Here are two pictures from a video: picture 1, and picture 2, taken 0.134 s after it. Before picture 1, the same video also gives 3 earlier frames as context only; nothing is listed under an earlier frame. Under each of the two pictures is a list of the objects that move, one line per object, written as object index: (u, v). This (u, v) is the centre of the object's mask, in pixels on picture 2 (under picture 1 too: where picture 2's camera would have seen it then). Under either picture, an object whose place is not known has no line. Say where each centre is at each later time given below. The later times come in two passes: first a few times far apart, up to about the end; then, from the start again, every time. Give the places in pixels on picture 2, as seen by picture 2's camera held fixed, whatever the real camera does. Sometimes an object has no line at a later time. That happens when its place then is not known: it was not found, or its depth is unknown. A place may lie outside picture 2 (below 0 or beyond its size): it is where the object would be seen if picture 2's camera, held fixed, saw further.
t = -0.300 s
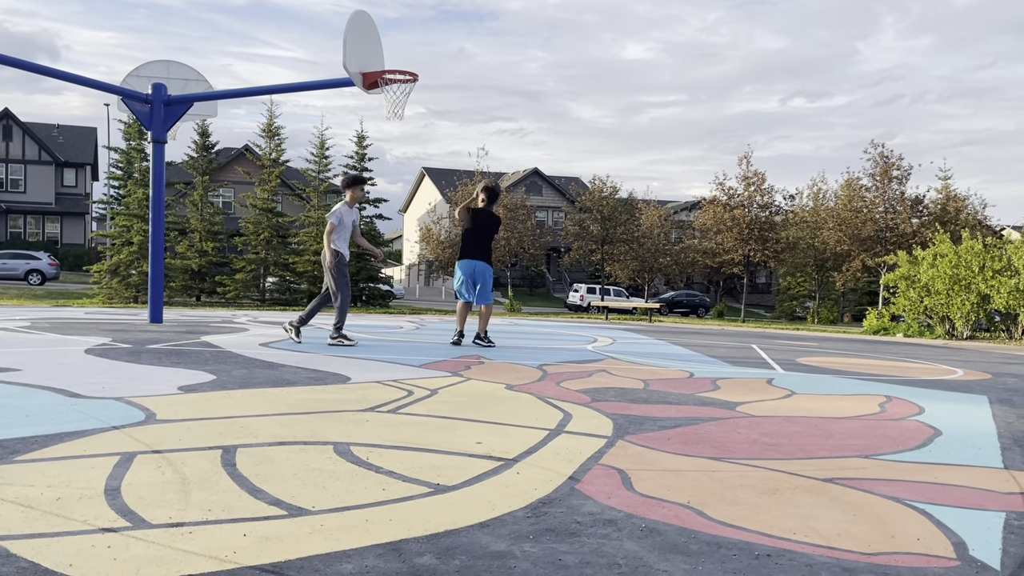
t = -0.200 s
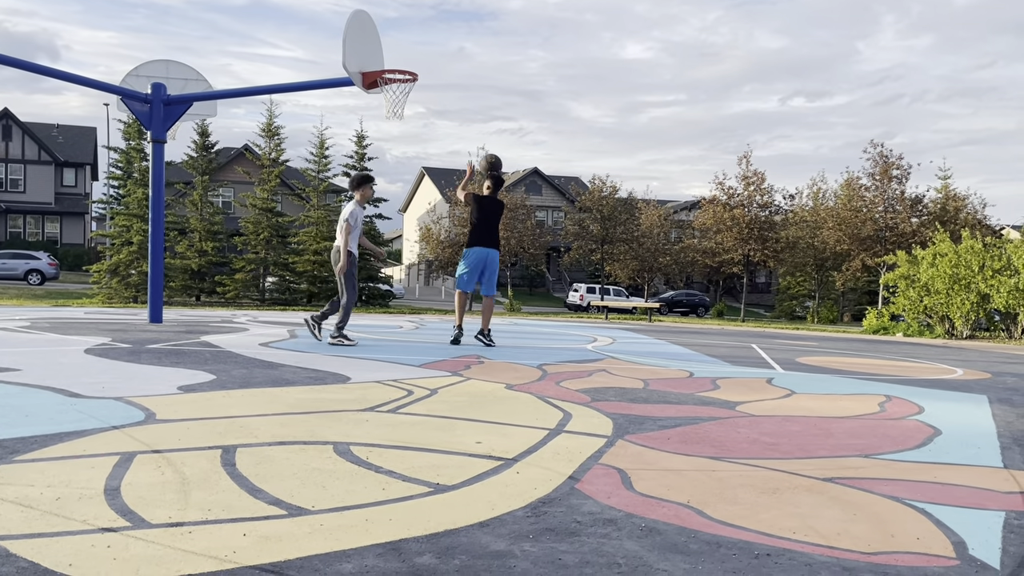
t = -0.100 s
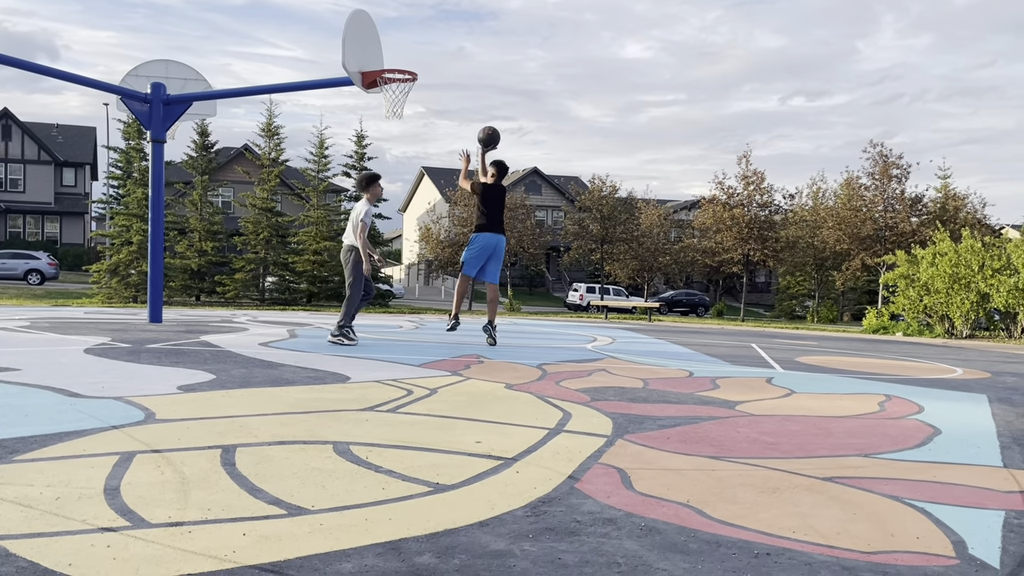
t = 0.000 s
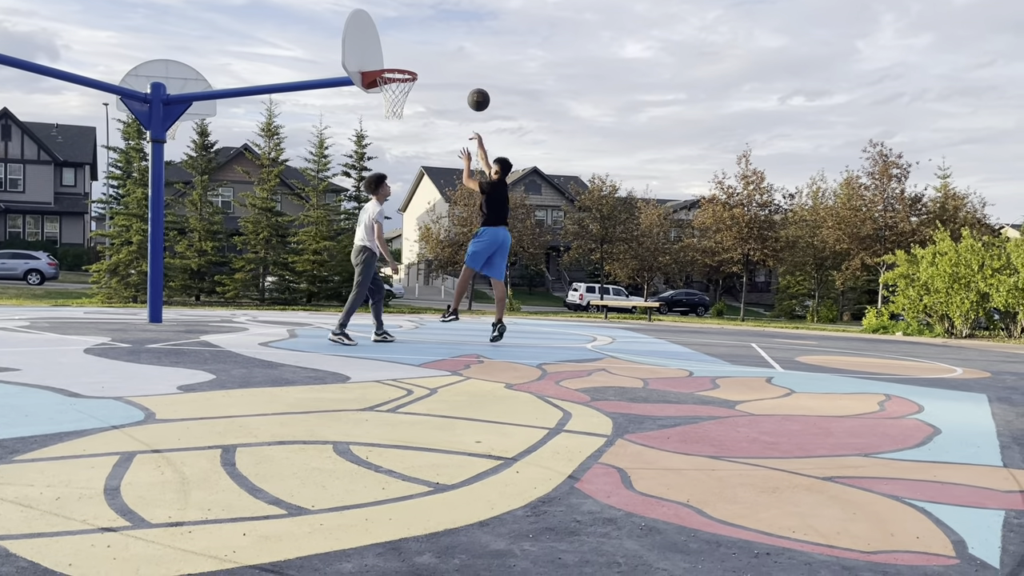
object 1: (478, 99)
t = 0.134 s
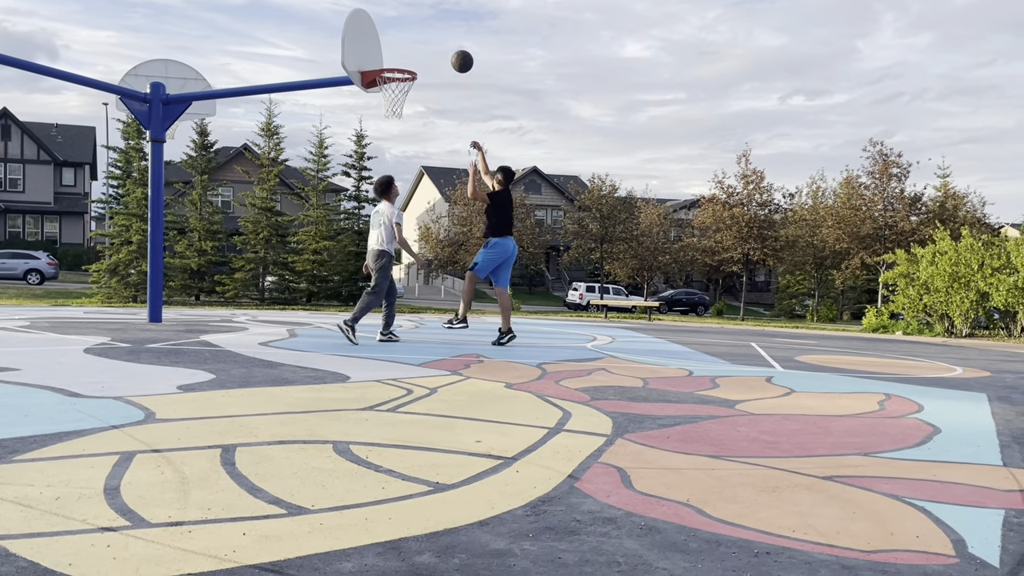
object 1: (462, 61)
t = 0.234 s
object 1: (449, 44)
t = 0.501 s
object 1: (418, 44)
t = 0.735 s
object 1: (392, 92)
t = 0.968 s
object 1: (380, 134)
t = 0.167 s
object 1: (458, 55)
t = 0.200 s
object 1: (453, 49)
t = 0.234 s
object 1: (449, 44)
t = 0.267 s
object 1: (446, 41)
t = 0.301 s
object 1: (441, 38)
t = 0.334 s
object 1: (437, 37)
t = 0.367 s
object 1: (434, 36)
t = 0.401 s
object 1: (430, 37)
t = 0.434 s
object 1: (426, 38)
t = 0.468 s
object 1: (422, 40)
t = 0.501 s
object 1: (418, 44)
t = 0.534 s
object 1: (414, 48)
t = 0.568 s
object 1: (410, 53)
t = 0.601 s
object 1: (406, 60)
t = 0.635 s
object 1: (403, 63)
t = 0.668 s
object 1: (399, 75)
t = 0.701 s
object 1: (394, 83)
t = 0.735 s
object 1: (392, 92)
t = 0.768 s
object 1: (389, 99)
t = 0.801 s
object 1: (388, 102)
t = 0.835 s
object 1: (386, 108)
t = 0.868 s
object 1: (384, 112)
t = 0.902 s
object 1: (383, 119)
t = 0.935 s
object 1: (381, 126)
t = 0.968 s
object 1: (380, 134)
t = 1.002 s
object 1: (378, 143)
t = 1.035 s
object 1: (376, 153)
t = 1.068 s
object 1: (375, 164)
